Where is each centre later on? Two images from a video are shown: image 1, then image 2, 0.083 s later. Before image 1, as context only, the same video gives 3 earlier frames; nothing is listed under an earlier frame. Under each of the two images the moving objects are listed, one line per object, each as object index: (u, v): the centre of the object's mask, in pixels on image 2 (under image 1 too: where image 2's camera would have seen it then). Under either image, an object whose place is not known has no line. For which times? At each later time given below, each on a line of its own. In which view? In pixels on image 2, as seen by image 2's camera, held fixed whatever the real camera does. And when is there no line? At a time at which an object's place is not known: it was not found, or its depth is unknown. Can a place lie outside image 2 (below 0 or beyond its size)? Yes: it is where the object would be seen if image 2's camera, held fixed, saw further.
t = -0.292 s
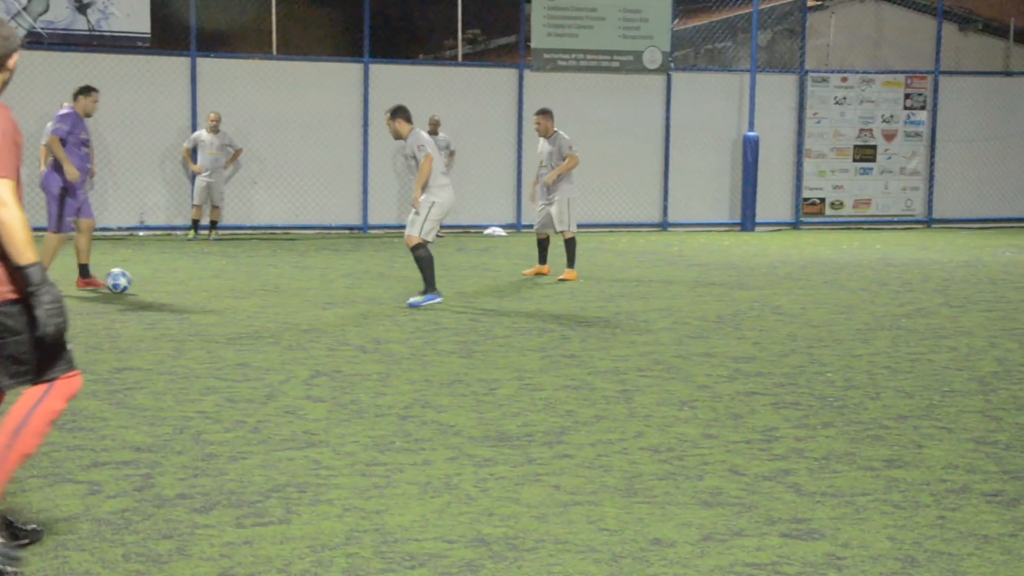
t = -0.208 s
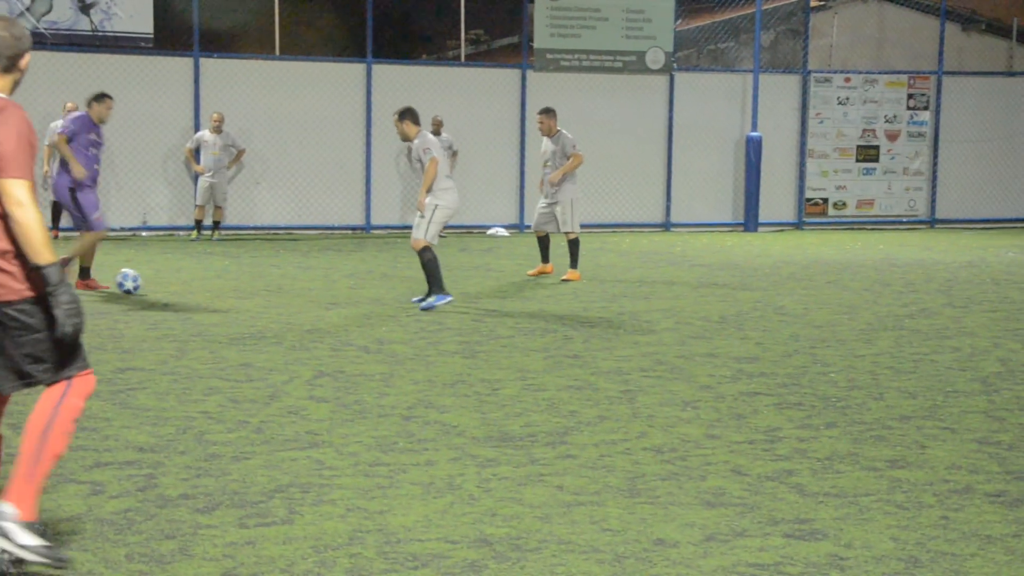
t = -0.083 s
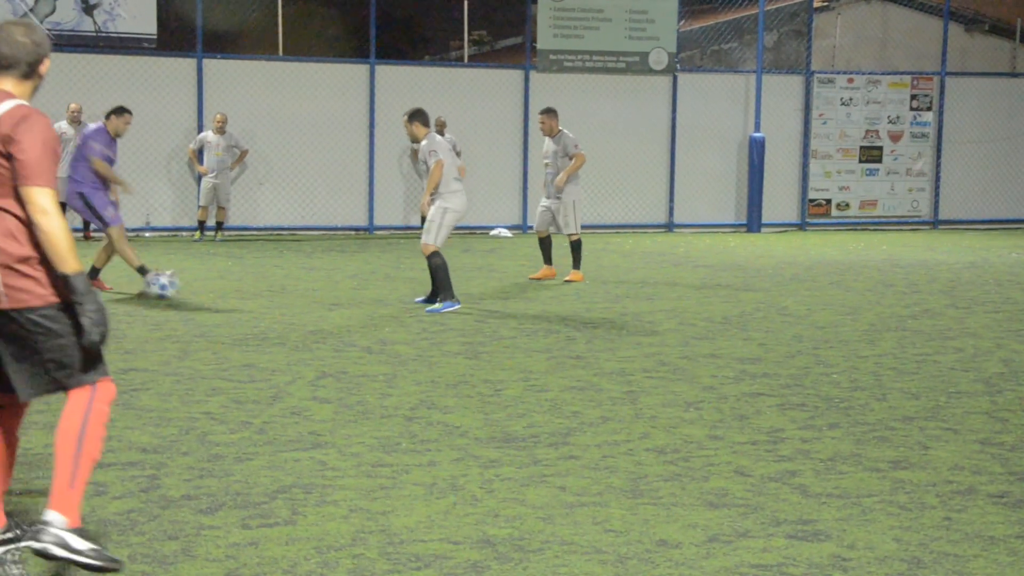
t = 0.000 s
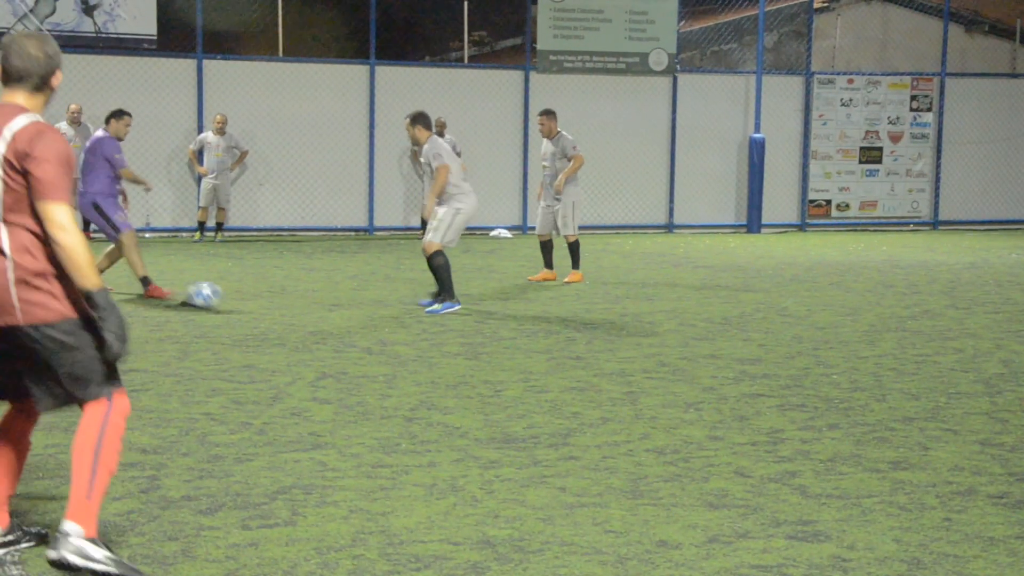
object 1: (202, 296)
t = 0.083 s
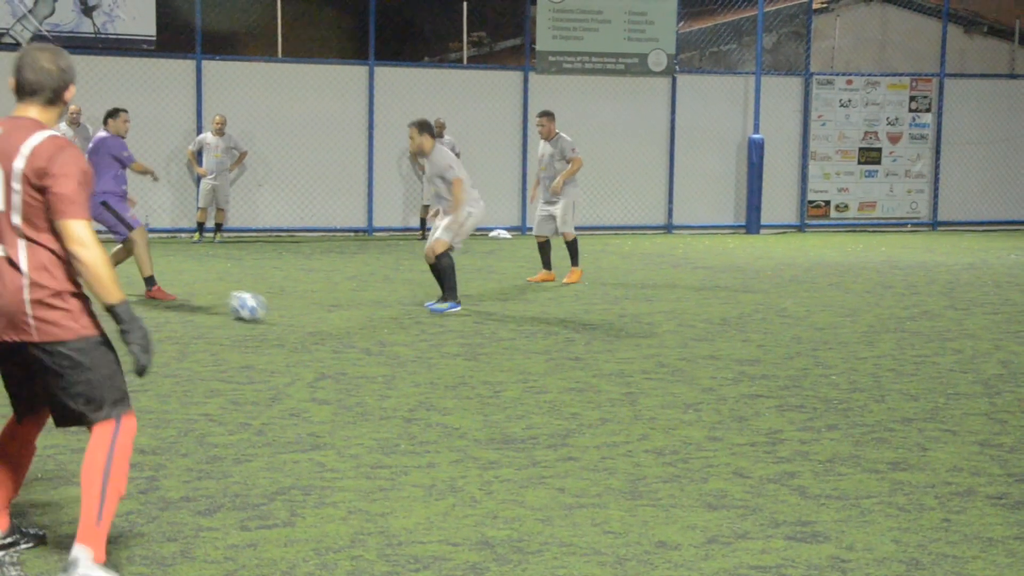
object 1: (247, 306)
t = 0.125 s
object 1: (271, 310)
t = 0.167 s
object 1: (293, 316)
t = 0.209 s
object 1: (315, 320)
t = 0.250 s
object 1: (338, 327)
